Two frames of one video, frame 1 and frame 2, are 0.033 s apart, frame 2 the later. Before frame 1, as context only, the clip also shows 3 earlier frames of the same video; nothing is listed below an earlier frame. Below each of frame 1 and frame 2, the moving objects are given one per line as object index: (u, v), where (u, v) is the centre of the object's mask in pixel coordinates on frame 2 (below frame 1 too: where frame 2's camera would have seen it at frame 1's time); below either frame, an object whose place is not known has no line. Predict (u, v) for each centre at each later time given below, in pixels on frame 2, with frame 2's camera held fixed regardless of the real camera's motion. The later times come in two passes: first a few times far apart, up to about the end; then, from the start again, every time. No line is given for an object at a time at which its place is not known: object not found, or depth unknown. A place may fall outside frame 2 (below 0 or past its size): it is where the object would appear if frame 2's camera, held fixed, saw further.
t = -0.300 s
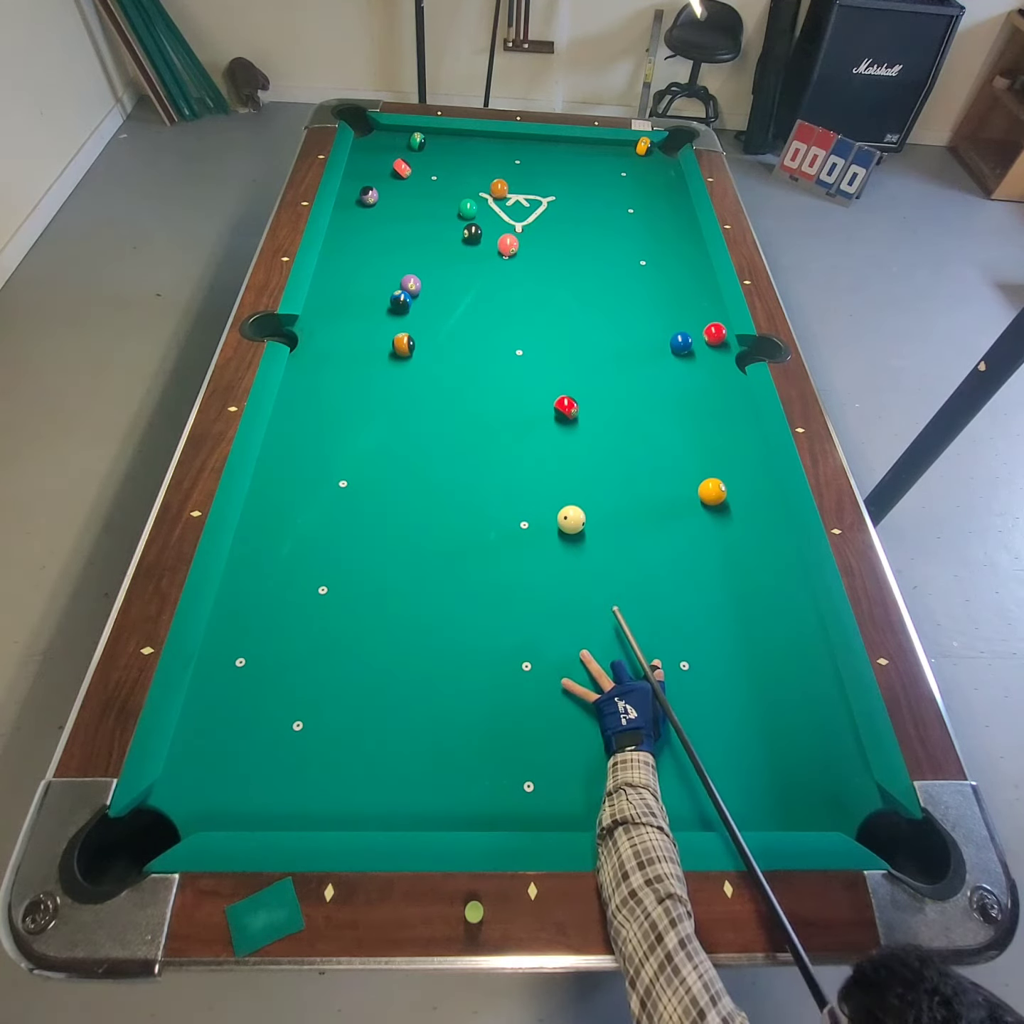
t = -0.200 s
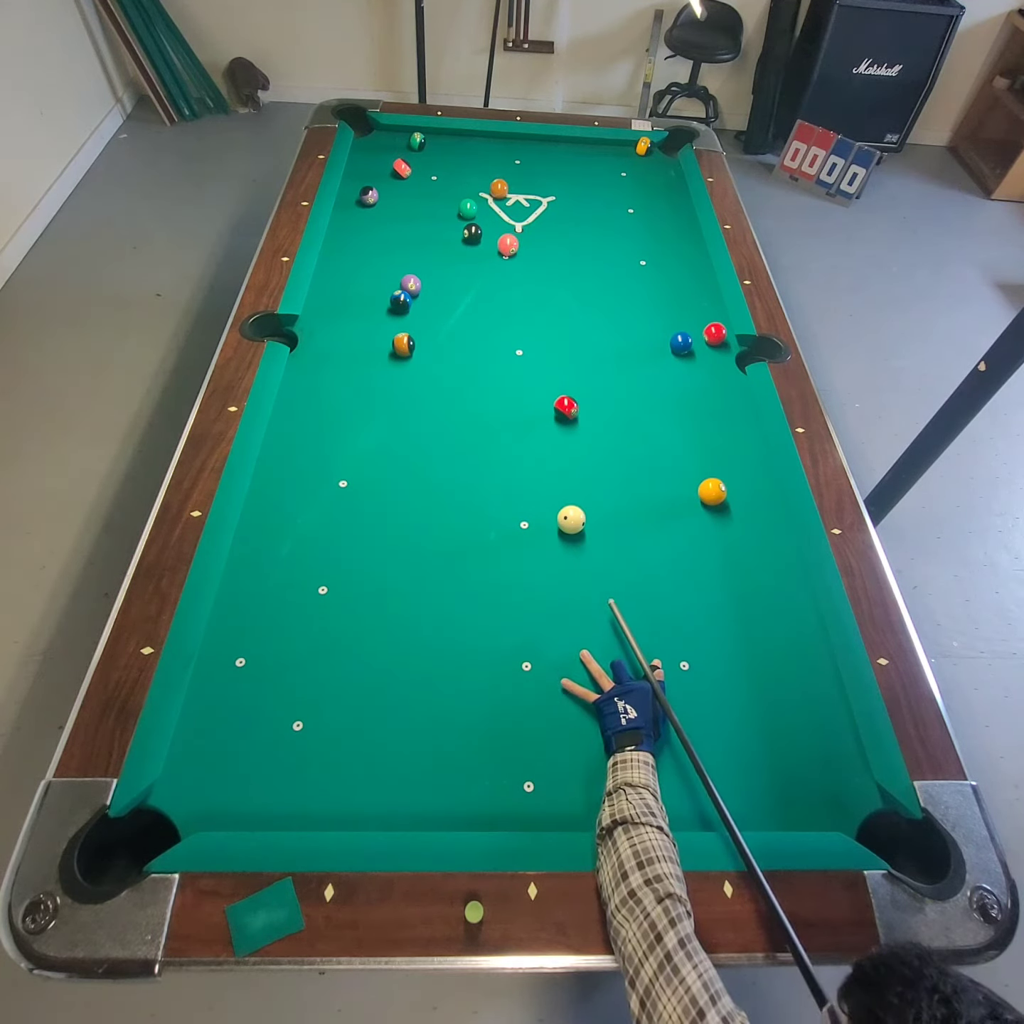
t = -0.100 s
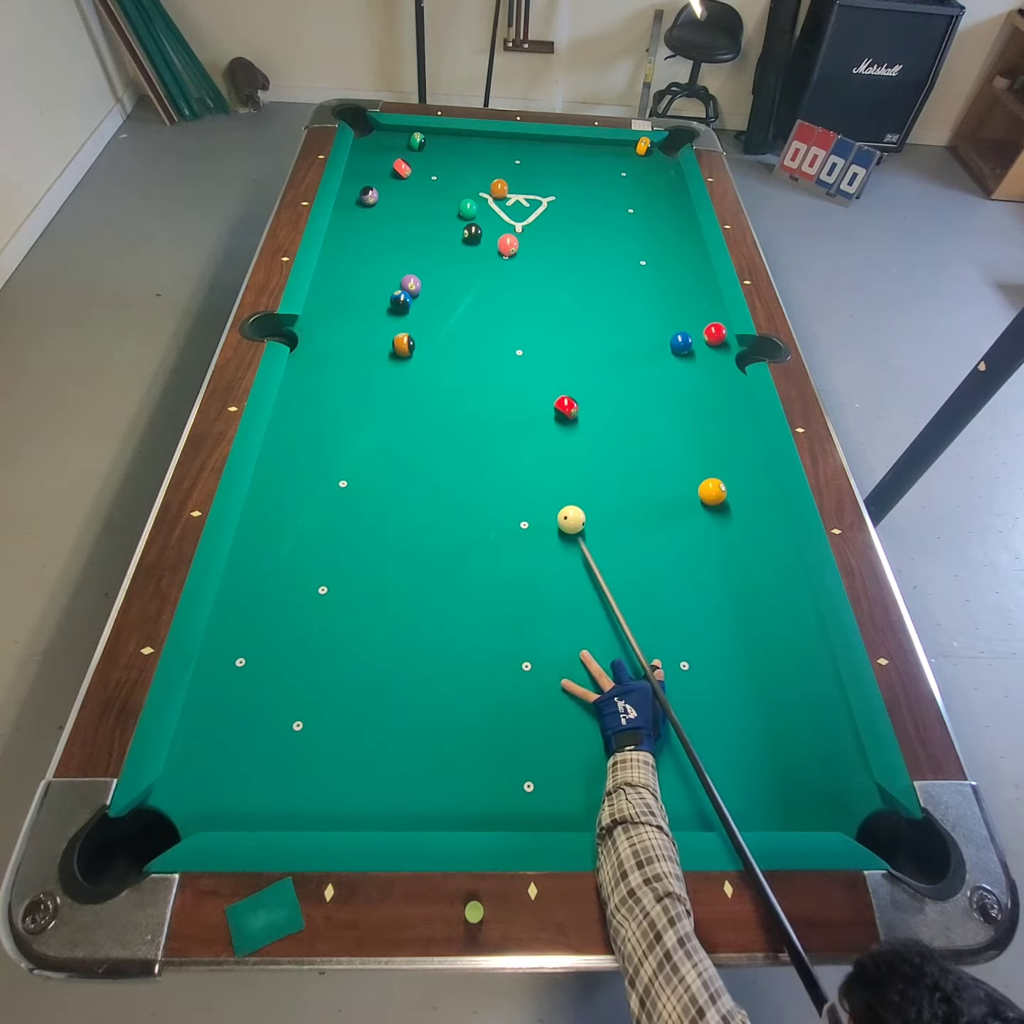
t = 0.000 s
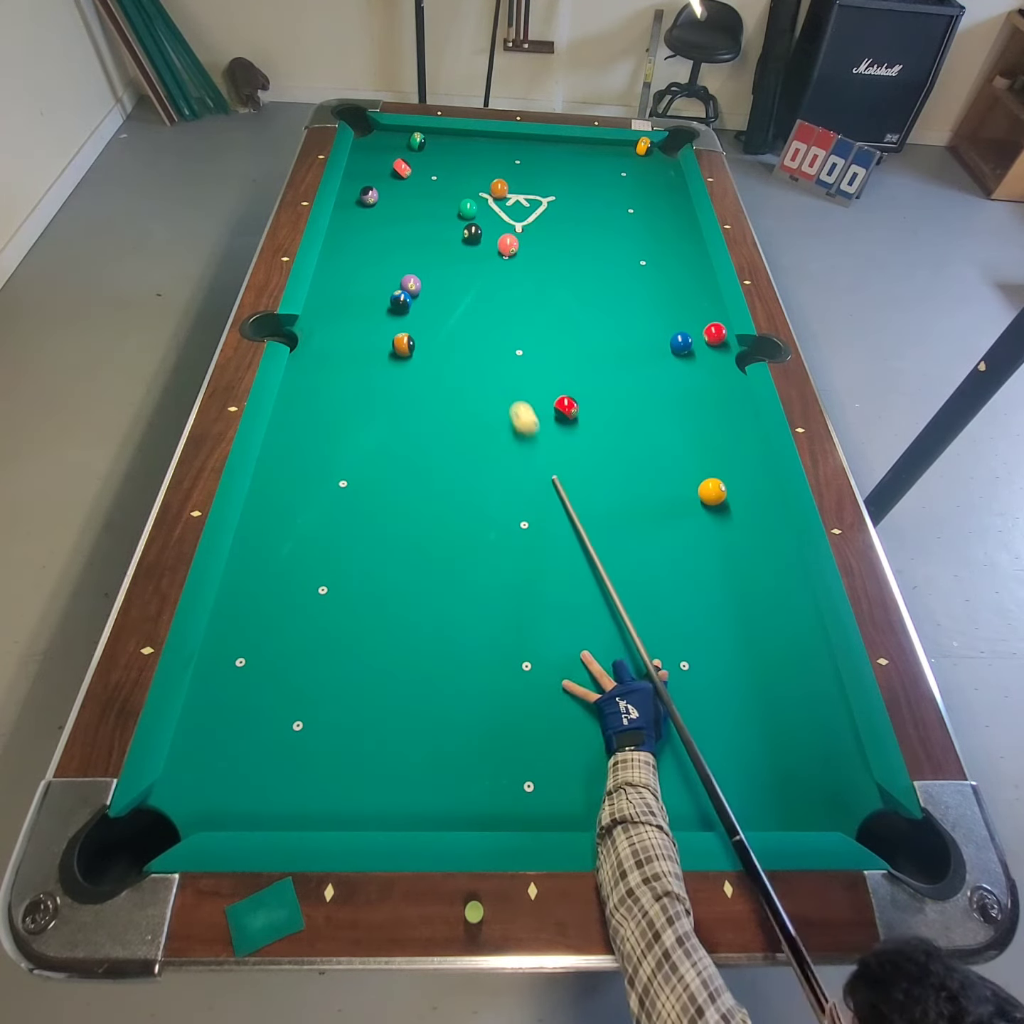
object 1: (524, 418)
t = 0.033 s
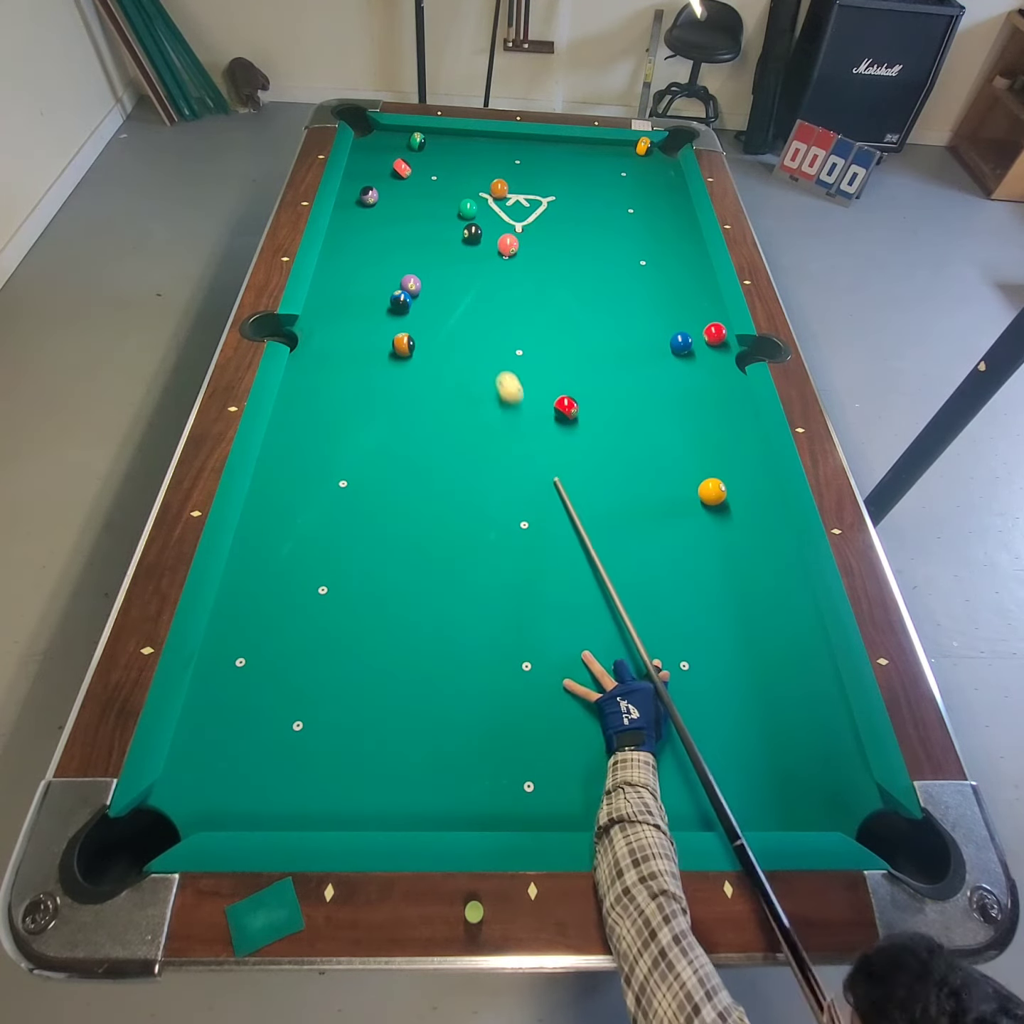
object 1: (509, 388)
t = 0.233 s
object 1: (445, 253)
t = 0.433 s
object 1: (410, 176)
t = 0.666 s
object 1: (425, 170)
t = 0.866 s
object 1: (436, 164)
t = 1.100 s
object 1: (448, 159)
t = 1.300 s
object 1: (457, 155)
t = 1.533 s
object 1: (467, 150)
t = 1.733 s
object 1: (474, 147)
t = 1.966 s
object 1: (482, 143)
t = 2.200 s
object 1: (488, 141)
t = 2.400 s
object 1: (493, 139)
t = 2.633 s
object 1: (497, 137)
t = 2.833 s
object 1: (500, 137)
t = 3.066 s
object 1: (501, 138)
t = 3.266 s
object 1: (502, 138)
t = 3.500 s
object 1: (502, 139)
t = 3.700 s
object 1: (502, 139)
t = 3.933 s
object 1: (502, 138)
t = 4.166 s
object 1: (502, 139)
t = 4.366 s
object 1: (502, 139)
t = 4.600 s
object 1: (502, 139)
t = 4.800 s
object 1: (502, 138)
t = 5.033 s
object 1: (502, 138)
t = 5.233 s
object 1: (502, 138)
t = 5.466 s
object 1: (502, 138)
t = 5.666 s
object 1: (502, 138)
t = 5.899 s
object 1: (502, 139)
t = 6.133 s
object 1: (502, 138)
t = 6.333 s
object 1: (502, 138)
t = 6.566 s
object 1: (502, 138)
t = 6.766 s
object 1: (502, 138)
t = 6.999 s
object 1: (502, 139)
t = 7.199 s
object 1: (502, 139)
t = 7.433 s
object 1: (502, 138)
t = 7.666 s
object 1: (502, 139)
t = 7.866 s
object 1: (502, 139)
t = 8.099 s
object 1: (502, 139)
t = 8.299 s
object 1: (502, 139)
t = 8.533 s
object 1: (502, 139)
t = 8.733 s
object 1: (502, 139)
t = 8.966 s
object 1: (502, 139)
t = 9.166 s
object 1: (502, 138)
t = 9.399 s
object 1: (502, 139)
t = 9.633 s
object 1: (502, 138)
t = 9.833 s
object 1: (502, 138)
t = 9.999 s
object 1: (502, 138)
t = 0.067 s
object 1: (496, 360)
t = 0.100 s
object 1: (484, 335)
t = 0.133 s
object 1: (473, 312)
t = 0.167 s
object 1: (463, 290)
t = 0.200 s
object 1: (454, 271)
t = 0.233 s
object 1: (445, 253)
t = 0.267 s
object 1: (438, 237)
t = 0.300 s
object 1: (430, 222)
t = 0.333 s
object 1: (424, 208)
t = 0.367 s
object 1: (417, 195)
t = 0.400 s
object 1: (412, 182)
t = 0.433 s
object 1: (410, 176)
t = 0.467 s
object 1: (413, 175)
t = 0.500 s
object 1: (415, 175)
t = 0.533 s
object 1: (417, 173)
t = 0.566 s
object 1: (419, 172)
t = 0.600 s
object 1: (421, 171)
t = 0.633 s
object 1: (423, 171)
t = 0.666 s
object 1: (425, 170)
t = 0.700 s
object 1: (427, 169)
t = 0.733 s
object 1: (429, 168)
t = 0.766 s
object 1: (431, 167)
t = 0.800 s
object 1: (433, 166)
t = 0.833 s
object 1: (435, 165)
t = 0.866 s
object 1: (436, 164)
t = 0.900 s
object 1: (438, 163)
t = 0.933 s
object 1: (440, 163)
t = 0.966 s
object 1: (441, 162)
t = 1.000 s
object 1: (443, 161)
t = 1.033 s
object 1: (445, 160)
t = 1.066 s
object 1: (446, 160)
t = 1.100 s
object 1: (448, 159)
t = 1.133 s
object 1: (450, 158)
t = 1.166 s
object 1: (451, 157)
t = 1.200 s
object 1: (453, 157)
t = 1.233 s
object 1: (454, 156)
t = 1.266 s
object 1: (456, 155)
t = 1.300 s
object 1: (457, 155)
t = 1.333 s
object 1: (459, 154)
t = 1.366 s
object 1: (460, 153)
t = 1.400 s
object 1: (461, 153)
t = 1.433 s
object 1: (463, 152)
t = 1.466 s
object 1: (464, 151)
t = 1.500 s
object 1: (465, 151)
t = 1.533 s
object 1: (467, 150)
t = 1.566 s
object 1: (468, 150)
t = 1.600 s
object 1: (469, 149)
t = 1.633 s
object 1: (470, 148)
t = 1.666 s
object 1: (472, 148)
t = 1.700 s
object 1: (473, 147)
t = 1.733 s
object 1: (474, 147)
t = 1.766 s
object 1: (475, 146)
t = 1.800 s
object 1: (476, 146)
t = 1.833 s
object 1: (477, 145)
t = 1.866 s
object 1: (478, 145)
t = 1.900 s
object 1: (479, 145)
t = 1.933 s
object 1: (480, 144)
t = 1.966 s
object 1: (482, 143)
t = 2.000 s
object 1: (483, 143)
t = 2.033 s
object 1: (483, 143)
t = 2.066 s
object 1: (484, 142)
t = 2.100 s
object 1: (485, 142)
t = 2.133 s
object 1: (486, 142)
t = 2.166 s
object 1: (487, 141)
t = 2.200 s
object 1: (488, 141)
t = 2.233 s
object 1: (489, 140)
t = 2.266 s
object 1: (490, 140)
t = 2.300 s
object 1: (490, 140)
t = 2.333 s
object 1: (491, 139)
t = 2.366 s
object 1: (492, 139)
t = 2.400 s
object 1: (493, 139)
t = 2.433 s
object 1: (493, 138)
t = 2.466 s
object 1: (494, 138)
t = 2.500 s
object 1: (495, 138)
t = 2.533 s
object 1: (496, 137)
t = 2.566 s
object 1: (496, 137)
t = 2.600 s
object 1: (497, 137)
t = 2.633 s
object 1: (497, 137)
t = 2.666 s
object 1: (498, 137)
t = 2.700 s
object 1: (498, 137)
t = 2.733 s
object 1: (499, 137)
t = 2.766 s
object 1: (499, 137)
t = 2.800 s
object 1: (499, 137)
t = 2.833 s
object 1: (500, 137)
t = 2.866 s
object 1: (500, 137)
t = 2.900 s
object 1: (500, 138)
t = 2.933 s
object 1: (500, 138)
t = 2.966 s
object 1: (501, 138)
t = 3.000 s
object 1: (501, 138)
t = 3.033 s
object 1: (501, 138)
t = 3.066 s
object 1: (501, 138)
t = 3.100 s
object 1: (501, 138)
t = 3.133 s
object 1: (502, 138)
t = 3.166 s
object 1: (502, 138)
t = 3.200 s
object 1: (502, 138)
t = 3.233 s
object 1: (502, 138)
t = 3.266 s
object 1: (502, 138)
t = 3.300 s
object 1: (502, 138)
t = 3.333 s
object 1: (502, 139)
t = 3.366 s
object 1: (502, 138)
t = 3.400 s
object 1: (502, 139)
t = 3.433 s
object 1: (502, 139)
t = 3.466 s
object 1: (502, 139)
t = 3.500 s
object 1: (502, 139)
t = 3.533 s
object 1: (502, 139)
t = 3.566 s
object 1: (502, 139)
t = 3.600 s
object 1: (502, 139)
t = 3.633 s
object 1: (502, 139)
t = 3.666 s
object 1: (502, 139)
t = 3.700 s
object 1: (502, 139)
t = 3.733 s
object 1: (502, 139)
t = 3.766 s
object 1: (502, 139)
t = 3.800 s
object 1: (502, 139)
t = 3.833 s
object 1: (502, 139)
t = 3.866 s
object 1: (502, 139)
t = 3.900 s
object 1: (502, 139)
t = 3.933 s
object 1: (502, 138)
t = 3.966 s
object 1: (502, 139)
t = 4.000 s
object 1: (502, 139)
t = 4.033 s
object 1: (502, 139)
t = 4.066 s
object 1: (502, 139)
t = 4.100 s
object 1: (502, 139)
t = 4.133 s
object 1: (502, 139)
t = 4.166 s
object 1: (502, 139)
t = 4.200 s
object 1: (502, 139)
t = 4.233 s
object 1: (502, 139)
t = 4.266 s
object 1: (502, 139)
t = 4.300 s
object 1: (502, 139)
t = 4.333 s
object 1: (502, 139)
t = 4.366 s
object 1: (502, 139)
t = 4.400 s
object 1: (502, 139)
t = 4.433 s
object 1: (502, 139)
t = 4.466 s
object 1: (502, 138)
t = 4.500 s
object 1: (502, 139)
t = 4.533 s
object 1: (502, 138)
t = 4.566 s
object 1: (502, 138)
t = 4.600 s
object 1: (502, 139)
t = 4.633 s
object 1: (502, 138)
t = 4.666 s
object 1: (502, 139)
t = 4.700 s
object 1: (502, 138)
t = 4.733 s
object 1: (502, 138)
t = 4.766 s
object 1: (502, 138)
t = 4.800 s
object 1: (502, 138)
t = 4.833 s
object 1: (502, 138)
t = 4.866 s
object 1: (502, 138)
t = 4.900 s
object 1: (502, 138)
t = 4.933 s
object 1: (502, 138)
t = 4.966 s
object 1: (502, 138)
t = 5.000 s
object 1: (502, 139)
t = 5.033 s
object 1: (502, 138)
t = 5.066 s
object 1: (502, 138)
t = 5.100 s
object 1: (502, 138)
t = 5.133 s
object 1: (502, 138)
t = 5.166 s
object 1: (502, 139)
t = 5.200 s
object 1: (502, 139)
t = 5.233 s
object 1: (502, 138)
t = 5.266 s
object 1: (502, 138)
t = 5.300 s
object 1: (502, 138)
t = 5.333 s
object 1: (502, 139)
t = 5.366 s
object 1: (502, 138)
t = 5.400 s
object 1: (502, 138)
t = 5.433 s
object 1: (502, 138)
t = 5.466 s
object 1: (502, 138)
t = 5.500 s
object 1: (502, 138)
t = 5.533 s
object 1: (502, 138)
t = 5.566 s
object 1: (502, 138)
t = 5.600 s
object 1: (502, 138)
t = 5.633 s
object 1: (502, 138)
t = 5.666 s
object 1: (502, 138)
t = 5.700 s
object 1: (502, 138)
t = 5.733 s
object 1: (502, 139)
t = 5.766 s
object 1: (502, 139)
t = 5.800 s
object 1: (502, 139)
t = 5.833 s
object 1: (502, 139)
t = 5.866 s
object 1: (502, 139)
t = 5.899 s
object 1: (502, 139)
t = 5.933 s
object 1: (502, 139)
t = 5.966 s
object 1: (502, 139)
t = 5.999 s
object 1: (502, 139)
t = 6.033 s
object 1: (502, 139)
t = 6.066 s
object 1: (502, 139)
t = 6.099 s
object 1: (502, 138)
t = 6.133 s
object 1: (502, 138)
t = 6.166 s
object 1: (502, 138)
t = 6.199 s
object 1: (502, 138)
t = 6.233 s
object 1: (502, 138)
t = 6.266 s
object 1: (502, 138)
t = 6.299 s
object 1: (502, 138)
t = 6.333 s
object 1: (502, 138)
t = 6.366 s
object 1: (502, 138)
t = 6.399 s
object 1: (502, 138)
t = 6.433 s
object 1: (502, 139)
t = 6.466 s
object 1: (502, 138)
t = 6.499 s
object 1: (502, 138)
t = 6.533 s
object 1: (502, 138)
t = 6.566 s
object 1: (502, 138)
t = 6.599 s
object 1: (502, 138)
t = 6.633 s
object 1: (502, 138)
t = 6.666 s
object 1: (502, 138)
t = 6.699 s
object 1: (502, 138)
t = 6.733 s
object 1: (502, 139)
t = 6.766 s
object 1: (502, 138)
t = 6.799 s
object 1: (502, 139)
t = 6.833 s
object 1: (502, 138)
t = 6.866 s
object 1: (502, 139)
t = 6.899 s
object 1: (502, 139)
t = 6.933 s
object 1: (502, 138)
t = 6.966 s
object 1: (502, 139)
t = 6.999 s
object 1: (502, 139)
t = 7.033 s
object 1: (502, 138)
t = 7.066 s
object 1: (502, 138)
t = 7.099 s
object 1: (502, 138)
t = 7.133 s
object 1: (502, 138)
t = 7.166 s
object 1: (502, 138)
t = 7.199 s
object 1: (502, 139)
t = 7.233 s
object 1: (502, 139)
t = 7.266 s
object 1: (502, 139)
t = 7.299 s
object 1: (502, 139)
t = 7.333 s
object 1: (502, 139)
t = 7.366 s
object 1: (502, 138)
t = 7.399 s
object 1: (502, 139)
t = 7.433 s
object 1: (502, 138)
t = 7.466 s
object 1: (502, 139)
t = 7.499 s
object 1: (502, 139)
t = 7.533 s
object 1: (502, 139)
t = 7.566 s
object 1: (502, 139)
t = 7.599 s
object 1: (502, 139)
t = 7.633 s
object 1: (502, 139)
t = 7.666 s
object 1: (502, 139)
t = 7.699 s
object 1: (502, 139)
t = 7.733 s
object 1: (502, 139)
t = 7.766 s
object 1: (502, 139)
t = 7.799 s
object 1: (502, 138)
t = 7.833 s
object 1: (502, 139)
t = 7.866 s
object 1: (502, 139)
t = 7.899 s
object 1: (502, 139)
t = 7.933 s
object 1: (502, 139)
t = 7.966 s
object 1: (502, 139)
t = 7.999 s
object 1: (502, 139)
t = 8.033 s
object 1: (502, 139)
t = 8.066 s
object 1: (502, 139)
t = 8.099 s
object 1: (502, 139)
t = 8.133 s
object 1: (502, 139)
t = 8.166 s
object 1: (502, 139)
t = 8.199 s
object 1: (502, 139)
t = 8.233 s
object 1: (502, 139)
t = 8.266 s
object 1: (502, 139)
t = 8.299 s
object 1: (502, 139)
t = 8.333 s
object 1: (502, 138)
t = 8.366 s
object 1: (502, 139)
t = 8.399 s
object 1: (502, 138)
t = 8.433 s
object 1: (502, 139)
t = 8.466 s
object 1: (502, 139)
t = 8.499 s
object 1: (502, 139)
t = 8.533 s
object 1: (502, 139)
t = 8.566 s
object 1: (502, 139)
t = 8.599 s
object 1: (502, 139)
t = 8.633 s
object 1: (502, 139)
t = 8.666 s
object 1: (502, 139)
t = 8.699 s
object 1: (502, 139)
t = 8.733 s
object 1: (502, 139)
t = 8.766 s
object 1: (502, 139)
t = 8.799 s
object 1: (502, 139)
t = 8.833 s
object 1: (502, 138)
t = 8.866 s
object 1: (502, 138)
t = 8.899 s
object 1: (502, 138)
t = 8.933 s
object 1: (502, 139)
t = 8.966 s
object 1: (502, 139)
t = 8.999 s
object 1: (502, 139)
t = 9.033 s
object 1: (502, 139)
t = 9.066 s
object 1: (502, 139)
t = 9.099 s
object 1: (502, 139)
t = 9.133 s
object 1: (502, 138)
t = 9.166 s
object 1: (502, 138)
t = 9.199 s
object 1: (502, 138)
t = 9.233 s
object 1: (502, 138)
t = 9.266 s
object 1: (502, 138)
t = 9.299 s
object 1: (502, 138)
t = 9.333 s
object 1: (502, 138)
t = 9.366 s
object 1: (502, 138)
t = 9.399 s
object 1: (502, 139)
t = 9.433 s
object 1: (502, 139)
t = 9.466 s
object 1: (502, 139)
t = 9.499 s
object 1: (502, 139)
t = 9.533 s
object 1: (502, 138)
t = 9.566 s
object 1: (502, 138)
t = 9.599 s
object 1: (502, 138)
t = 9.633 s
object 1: (502, 138)
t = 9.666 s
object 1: (502, 138)
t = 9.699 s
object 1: (502, 139)
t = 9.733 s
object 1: (502, 138)
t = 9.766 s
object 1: (502, 139)
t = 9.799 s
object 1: (502, 139)
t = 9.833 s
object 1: (502, 138)
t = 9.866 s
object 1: (502, 139)
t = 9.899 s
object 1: (502, 139)
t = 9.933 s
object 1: (502, 138)
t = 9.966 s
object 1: (502, 138)
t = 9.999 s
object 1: (502, 138)
